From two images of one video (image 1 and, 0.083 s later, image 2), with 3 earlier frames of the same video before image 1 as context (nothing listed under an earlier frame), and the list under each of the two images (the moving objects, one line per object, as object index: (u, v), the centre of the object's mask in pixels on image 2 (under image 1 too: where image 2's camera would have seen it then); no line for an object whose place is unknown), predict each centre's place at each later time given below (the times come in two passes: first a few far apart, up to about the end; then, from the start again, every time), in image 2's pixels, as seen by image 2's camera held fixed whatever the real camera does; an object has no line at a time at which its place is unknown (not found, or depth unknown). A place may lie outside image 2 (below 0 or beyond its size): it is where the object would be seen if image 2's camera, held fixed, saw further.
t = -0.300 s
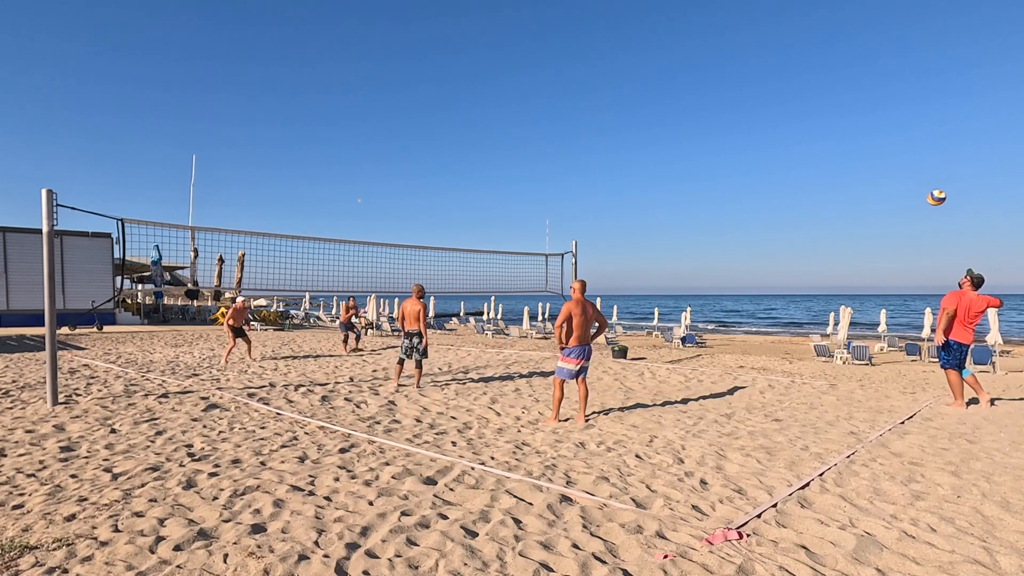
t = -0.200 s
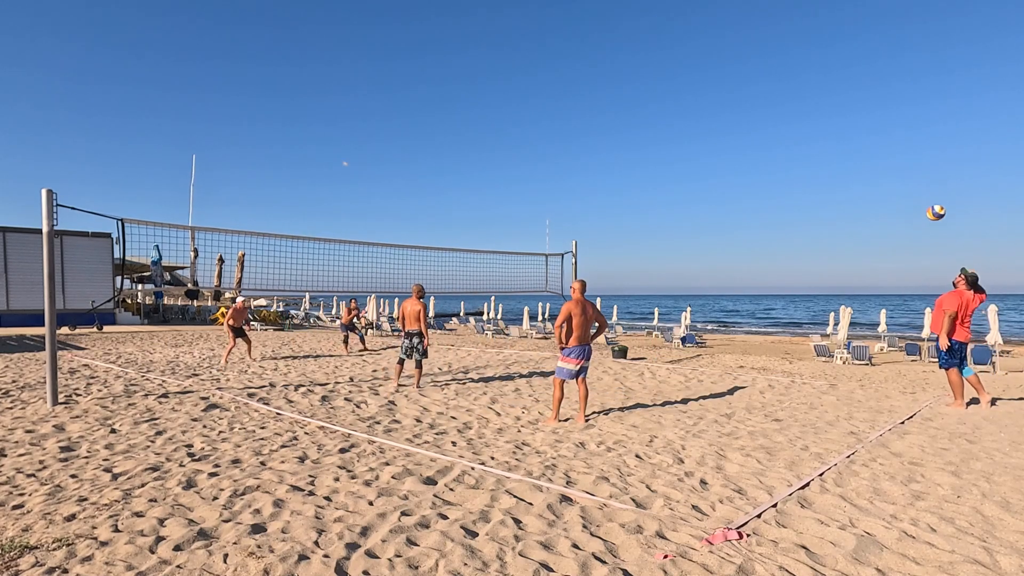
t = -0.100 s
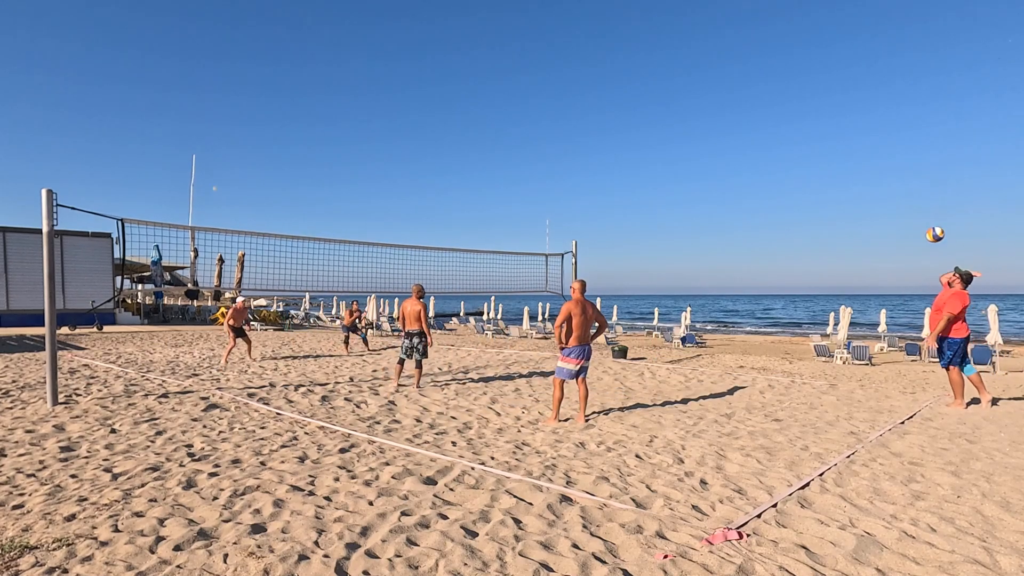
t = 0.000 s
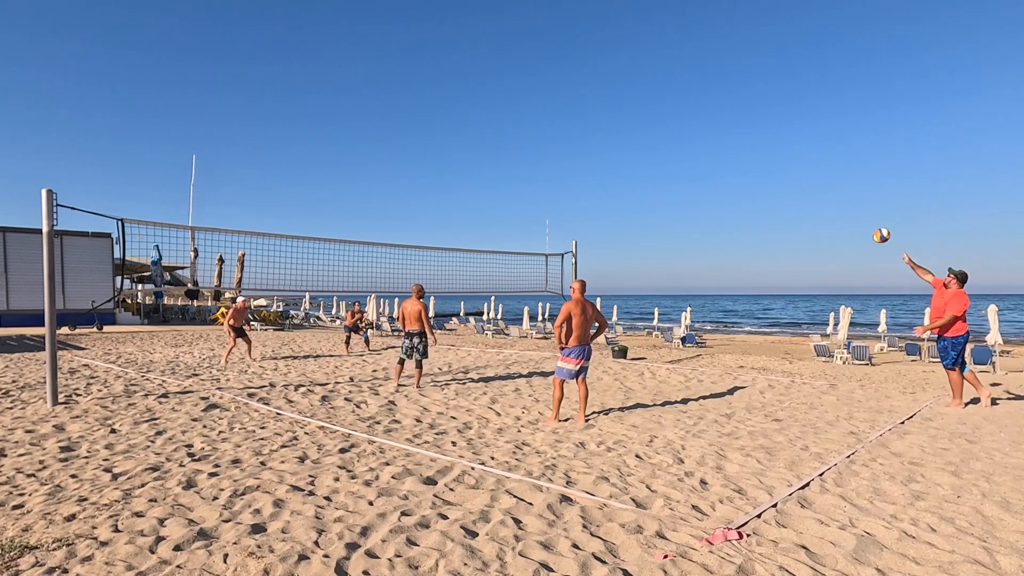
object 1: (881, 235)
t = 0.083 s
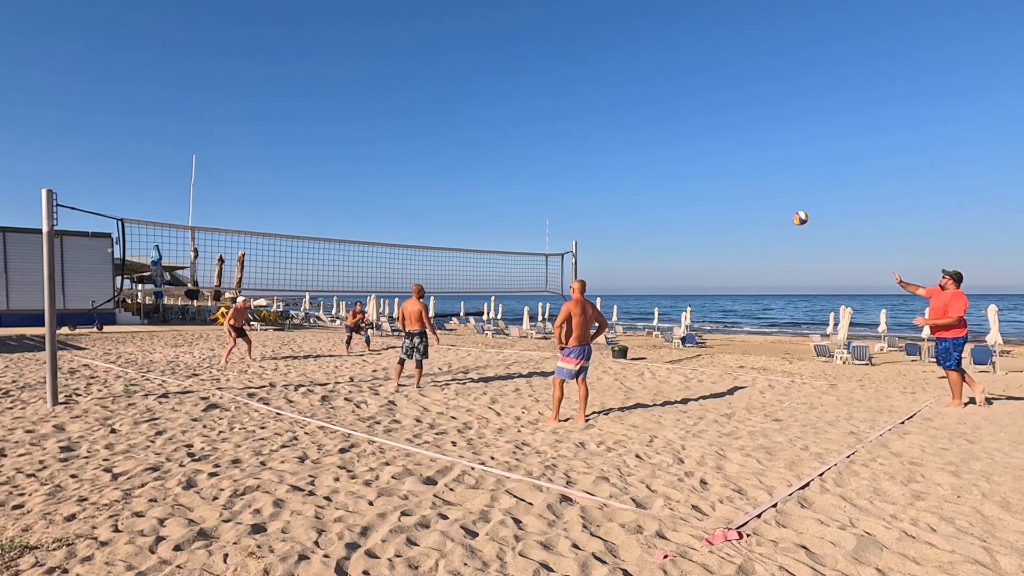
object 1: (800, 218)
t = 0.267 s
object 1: (658, 196)
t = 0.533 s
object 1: (508, 203)
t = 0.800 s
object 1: (399, 241)
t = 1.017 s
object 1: (333, 290)
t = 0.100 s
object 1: (785, 215)
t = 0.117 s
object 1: (771, 212)
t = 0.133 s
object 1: (757, 210)
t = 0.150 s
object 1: (744, 207)
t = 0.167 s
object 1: (730, 205)
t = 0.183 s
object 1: (717, 203)
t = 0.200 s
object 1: (705, 202)
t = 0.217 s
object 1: (693, 200)
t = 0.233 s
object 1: (681, 199)
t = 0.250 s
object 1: (670, 197)
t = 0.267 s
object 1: (658, 196)
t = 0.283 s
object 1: (647, 195)
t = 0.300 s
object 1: (636, 194)
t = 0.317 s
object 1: (626, 194)
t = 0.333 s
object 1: (615, 194)
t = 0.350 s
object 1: (606, 194)
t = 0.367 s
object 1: (596, 194)
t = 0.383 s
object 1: (586, 194)
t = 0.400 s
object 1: (577, 194)
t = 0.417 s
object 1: (568, 195)
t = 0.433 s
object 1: (559, 195)
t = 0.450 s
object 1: (550, 196)
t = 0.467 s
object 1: (541, 197)
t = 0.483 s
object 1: (533, 199)
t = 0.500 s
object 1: (524, 200)
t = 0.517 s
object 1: (516, 201)
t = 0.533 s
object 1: (508, 203)
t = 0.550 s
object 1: (500, 204)
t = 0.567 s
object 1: (493, 206)
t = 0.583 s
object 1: (485, 208)
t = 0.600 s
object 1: (478, 210)
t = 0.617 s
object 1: (470, 212)
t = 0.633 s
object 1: (463, 214)
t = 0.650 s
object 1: (456, 217)
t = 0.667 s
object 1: (449, 219)
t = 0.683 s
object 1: (443, 222)
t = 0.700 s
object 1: (436, 224)
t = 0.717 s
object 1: (430, 227)
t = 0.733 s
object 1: (423, 230)
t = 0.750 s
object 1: (417, 233)
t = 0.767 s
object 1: (411, 236)
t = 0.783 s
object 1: (405, 239)
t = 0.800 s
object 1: (399, 241)
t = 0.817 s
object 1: (394, 246)
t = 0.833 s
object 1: (388, 250)
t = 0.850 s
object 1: (382, 253)
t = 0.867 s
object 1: (377, 256)
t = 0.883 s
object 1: (372, 260)
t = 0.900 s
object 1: (367, 264)
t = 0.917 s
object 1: (362, 267)
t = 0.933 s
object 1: (357, 271)
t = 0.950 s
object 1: (352, 275)
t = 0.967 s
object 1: (347, 278)
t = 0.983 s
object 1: (342, 282)
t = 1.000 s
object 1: (338, 286)
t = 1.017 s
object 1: (333, 290)
